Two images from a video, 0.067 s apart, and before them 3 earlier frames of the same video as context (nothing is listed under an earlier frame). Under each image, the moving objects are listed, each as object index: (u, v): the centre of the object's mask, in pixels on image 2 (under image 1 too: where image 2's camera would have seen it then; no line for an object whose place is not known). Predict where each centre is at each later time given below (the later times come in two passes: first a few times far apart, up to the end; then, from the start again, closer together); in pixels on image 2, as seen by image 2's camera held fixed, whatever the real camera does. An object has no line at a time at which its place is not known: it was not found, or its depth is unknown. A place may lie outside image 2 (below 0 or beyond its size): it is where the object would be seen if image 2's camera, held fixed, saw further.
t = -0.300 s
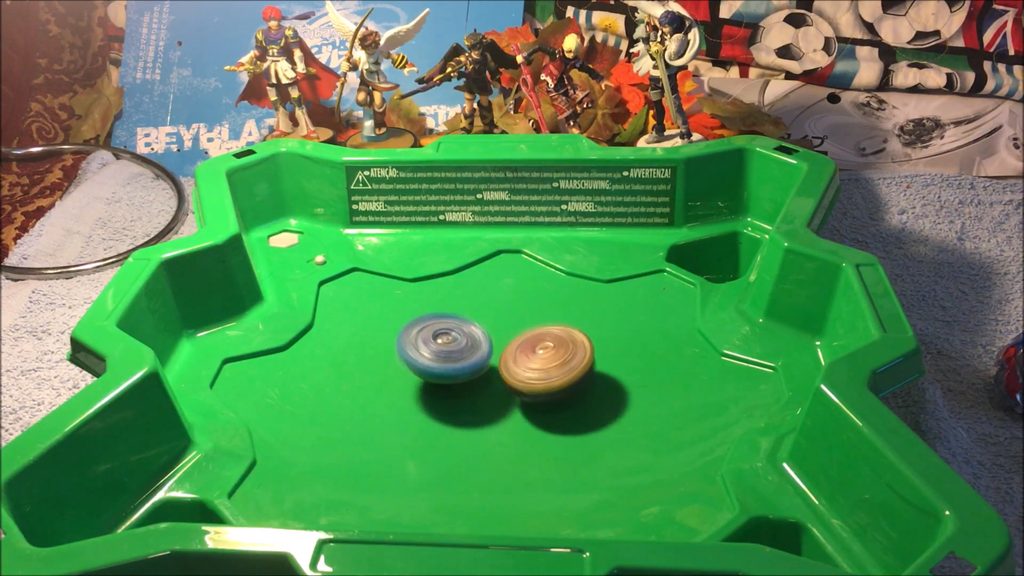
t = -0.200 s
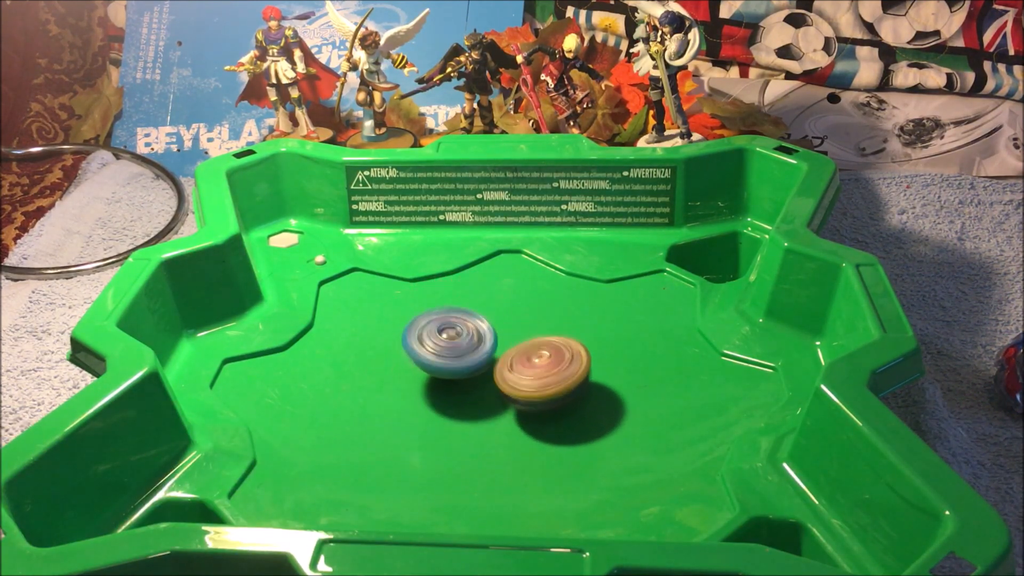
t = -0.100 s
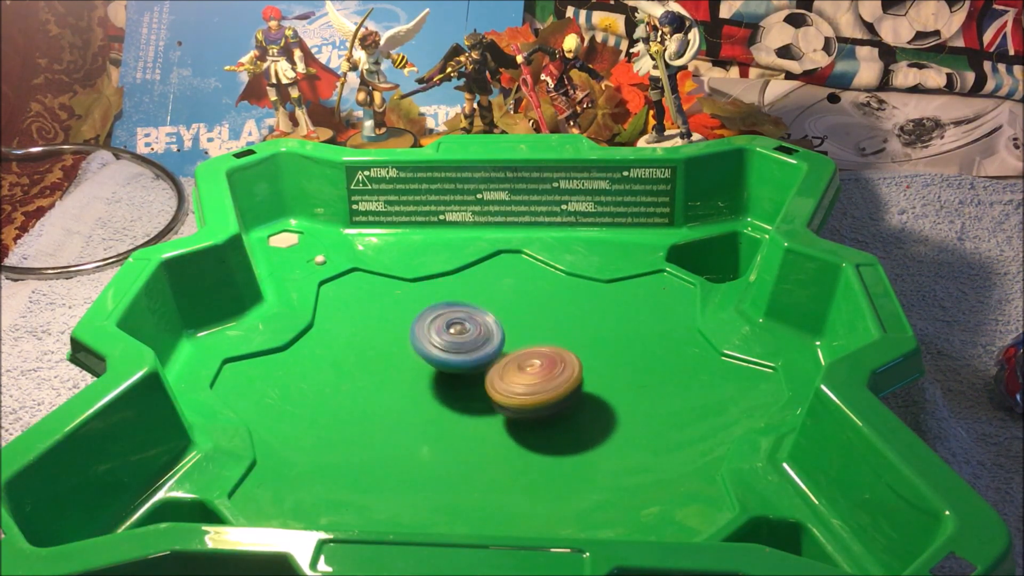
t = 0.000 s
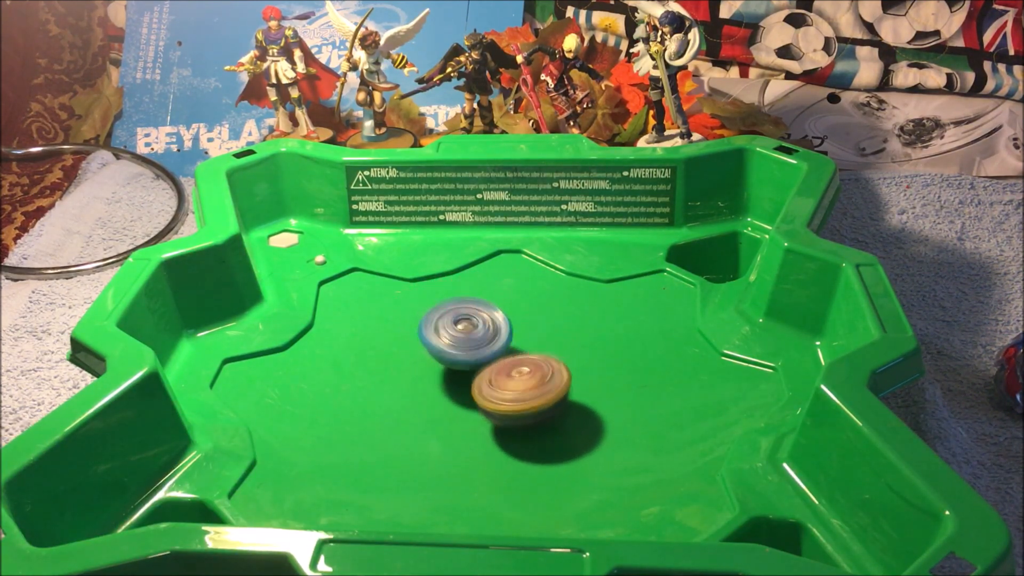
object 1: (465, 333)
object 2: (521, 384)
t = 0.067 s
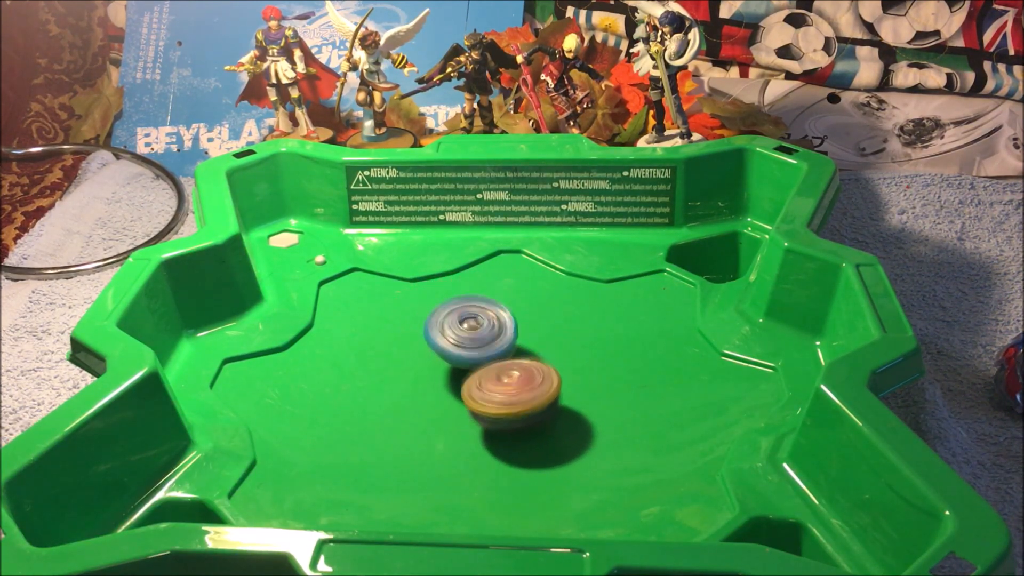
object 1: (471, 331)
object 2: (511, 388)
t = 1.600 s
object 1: (480, 387)
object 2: (489, 305)
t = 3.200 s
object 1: (532, 361)
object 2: (426, 352)
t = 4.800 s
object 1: (499, 328)
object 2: (489, 394)
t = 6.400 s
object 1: (450, 388)
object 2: (583, 325)
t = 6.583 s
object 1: (452, 375)
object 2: (606, 342)
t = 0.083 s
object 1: (472, 330)
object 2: (509, 389)
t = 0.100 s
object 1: (473, 329)
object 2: (506, 390)
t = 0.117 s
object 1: (475, 328)
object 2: (503, 391)
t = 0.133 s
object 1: (476, 328)
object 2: (501, 392)
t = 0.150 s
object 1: (477, 328)
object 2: (498, 393)
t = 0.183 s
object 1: (480, 327)
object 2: (493, 394)
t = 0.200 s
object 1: (482, 327)
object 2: (490, 395)
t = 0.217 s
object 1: (484, 327)
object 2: (488, 395)
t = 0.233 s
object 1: (483, 327)
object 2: (485, 396)
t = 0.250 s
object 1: (486, 328)
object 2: (482, 396)
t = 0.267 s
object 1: (487, 327)
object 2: (480, 396)
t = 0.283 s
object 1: (489, 328)
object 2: (477, 396)
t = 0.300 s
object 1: (490, 328)
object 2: (475, 397)
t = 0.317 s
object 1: (491, 328)
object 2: (472, 397)
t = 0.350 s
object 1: (495, 328)
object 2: (468, 396)
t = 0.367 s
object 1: (496, 329)
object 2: (465, 396)
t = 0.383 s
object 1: (497, 330)
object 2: (463, 396)
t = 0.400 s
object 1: (498, 330)
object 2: (461, 395)
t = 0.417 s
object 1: (500, 331)
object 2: (459, 395)
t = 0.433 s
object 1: (501, 331)
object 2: (457, 394)
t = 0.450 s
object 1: (502, 332)
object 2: (455, 393)
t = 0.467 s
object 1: (504, 333)
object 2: (453, 393)
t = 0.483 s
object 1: (504, 334)
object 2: (451, 391)
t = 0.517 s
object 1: (508, 335)
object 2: (447, 389)
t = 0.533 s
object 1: (507, 336)
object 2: (446, 388)
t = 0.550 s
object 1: (509, 337)
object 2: (444, 387)
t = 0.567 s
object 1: (514, 336)
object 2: (438, 387)
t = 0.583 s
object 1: (523, 332)
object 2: (431, 388)
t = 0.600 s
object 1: (531, 328)
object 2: (425, 388)
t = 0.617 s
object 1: (537, 324)
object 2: (421, 387)
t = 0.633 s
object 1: (542, 320)
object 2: (418, 386)
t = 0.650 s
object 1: (547, 318)
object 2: (415, 384)
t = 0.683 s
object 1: (553, 314)
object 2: (410, 382)
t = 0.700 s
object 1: (555, 313)
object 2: (407, 380)
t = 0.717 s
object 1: (556, 312)
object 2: (405, 380)
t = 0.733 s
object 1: (556, 311)
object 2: (403, 378)
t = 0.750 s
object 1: (558, 311)
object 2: (401, 377)
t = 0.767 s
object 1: (558, 311)
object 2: (400, 375)
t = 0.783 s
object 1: (558, 311)
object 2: (398, 374)
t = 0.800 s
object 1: (558, 312)
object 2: (397, 373)
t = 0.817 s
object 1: (558, 312)
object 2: (396, 371)
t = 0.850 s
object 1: (557, 315)
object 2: (395, 368)
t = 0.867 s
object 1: (557, 316)
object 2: (394, 367)
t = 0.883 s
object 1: (557, 317)
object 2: (394, 366)
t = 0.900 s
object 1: (557, 319)
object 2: (393, 364)
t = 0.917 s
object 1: (555, 321)
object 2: (393, 363)
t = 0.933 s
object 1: (554, 322)
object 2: (394, 361)
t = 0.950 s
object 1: (554, 324)
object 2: (394, 360)
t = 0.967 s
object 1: (553, 326)
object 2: (395, 358)
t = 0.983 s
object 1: (552, 328)
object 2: (395, 356)
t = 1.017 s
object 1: (550, 332)
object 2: (397, 353)
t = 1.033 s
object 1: (547, 334)
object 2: (399, 352)
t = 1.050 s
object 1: (546, 336)
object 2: (400, 350)
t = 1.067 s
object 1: (546, 338)
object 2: (401, 348)
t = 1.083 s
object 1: (544, 340)
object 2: (404, 347)
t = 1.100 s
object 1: (543, 342)
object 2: (405, 345)
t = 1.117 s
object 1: (541, 344)
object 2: (407, 344)
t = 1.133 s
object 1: (538, 346)
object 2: (409, 341)
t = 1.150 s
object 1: (536, 348)
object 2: (412, 340)
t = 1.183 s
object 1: (532, 352)
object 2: (417, 337)
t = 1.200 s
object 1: (530, 354)
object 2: (421, 335)
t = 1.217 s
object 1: (528, 356)
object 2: (423, 334)
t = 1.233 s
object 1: (524, 358)
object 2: (426, 332)
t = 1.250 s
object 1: (521, 360)
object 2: (429, 330)
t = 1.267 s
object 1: (519, 362)
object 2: (433, 329)
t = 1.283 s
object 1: (516, 363)
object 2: (436, 327)
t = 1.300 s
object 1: (514, 365)
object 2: (439, 326)
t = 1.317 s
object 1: (511, 366)
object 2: (442, 324)
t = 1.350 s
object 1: (510, 373)
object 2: (448, 320)
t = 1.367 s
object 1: (508, 376)
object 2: (450, 318)
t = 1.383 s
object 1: (508, 378)
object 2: (454, 317)
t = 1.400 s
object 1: (506, 380)
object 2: (456, 315)
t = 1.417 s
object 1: (505, 381)
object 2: (459, 314)
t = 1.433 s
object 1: (503, 382)
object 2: (462, 312)
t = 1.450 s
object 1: (501, 383)
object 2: (465, 311)
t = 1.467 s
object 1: (499, 383)
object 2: (468, 310)
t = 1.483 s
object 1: (497, 385)
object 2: (471, 308)
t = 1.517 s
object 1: (492, 386)
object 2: (477, 307)
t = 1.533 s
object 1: (490, 386)
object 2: (479, 307)
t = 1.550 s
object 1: (487, 387)
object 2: (482, 306)
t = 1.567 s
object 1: (485, 387)
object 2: (484, 306)
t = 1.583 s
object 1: (482, 387)
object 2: (487, 306)
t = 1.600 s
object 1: (480, 387)
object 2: (489, 305)
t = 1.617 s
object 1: (477, 387)
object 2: (492, 306)
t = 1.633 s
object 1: (474, 387)
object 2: (494, 305)
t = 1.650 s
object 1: (472, 387)
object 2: (497, 306)
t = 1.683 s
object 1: (467, 386)
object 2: (501, 307)
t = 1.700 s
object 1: (464, 386)
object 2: (504, 307)
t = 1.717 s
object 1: (462, 385)
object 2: (506, 308)
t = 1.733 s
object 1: (460, 385)
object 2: (508, 308)
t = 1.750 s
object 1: (458, 384)
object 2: (510, 309)
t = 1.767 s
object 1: (455, 383)
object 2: (512, 310)
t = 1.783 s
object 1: (452, 382)
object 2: (514, 311)
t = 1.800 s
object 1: (450, 381)
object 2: (516, 312)
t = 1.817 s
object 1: (448, 381)
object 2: (518, 313)
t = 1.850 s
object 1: (445, 378)
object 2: (522, 315)
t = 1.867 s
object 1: (444, 377)
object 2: (523, 317)
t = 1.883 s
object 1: (443, 375)
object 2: (525, 318)
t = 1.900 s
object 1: (441, 374)
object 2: (526, 320)
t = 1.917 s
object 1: (439, 373)
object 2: (528, 322)
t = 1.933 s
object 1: (438, 371)
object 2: (529, 323)
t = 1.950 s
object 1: (437, 369)
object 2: (531, 326)
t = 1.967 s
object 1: (436, 368)
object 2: (532, 327)
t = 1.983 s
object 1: (435, 366)
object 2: (533, 330)
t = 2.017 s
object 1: (435, 363)
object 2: (535, 334)
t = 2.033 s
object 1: (434, 362)
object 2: (537, 336)
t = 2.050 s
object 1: (434, 360)
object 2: (537, 338)
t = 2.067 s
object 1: (433, 358)
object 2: (538, 341)
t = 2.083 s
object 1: (433, 357)
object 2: (538, 343)
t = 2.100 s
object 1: (432, 355)
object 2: (539, 346)
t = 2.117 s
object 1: (432, 353)
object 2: (539, 348)
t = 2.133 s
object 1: (433, 351)
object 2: (539, 350)
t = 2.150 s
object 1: (433, 350)
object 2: (539, 353)
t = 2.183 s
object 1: (435, 346)
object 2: (539, 358)
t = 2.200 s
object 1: (436, 344)
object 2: (538, 360)
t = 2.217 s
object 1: (437, 342)
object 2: (537, 363)
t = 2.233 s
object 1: (439, 340)
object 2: (536, 365)
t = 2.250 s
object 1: (439, 338)
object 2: (535, 368)
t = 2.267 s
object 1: (440, 336)
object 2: (534, 370)
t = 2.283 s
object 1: (442, 334)
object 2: (533, 372)
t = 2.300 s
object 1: (443, 333)
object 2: (532, 374)
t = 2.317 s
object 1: (445, 331)
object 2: (530, 377)
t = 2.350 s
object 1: (449, 328)
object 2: (527, 381)
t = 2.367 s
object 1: (451, 327)
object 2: (525, 383)
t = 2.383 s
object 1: (454, 325)
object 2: (523, 385)
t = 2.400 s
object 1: (456, 325)
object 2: (521, 387)
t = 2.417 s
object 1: (458, 324)
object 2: (519, 388)
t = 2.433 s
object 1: (460, 322)
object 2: (517, 389)
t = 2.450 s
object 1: (463, 322)
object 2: (514, 391)
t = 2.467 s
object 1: (464, 320)
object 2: (512, 392)
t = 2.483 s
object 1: (466, 319)
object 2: (510, 394)
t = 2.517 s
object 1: (471, 318)
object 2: (505, 395)
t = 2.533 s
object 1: (474, 318)
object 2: (502, 397)
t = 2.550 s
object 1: (476, 317)
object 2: (500, 398)
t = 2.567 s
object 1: (479, 317)
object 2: (497, 398)
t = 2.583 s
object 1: (481, 316)
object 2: (495, 399)
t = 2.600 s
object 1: (484, 316)
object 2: (493, 399)
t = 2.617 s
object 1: (486, 316)
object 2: (490, 400)
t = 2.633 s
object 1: (489, 316)
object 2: (487, 400)
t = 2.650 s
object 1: (491, 316)
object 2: (485, 401)
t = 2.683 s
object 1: (496, 317)
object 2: (480, 401)
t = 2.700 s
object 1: (498, 317)
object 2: (478, 401)
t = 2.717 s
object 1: (500, 317)
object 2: (475, 400)
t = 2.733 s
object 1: (502, 318)
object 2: (473, 400)
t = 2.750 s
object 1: (505, 319)
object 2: (470, 400)
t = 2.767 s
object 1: (507, 320)
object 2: (469, 399)
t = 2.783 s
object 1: (510, 321)
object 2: (466, 398)
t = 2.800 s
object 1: (511, 322)
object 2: (464, 398)
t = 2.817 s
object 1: (514, 323)
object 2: (462, 397)
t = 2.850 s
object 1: (518, 326)
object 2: (458, 395)
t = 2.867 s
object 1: (519, 327)
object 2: (456, 394)
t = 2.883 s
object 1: (521, 329)
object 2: (453, 392)
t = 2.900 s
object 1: (522, 330)
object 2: (451, 391)
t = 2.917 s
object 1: (523, 332)
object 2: (449, 389)
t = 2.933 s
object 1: (524, 333)
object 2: (447, 388)
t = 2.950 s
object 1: (525, 335)
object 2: (446, 386)
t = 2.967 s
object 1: (525, 336)
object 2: (444, 384)
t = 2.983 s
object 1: (526, 338)
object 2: (443, 382)
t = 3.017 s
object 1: (527, 342)
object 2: (440, 378)
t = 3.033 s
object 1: (528, 343)
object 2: (438, 376)
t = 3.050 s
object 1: (528, 345)
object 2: (437, 374)
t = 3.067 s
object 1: (529, 347)
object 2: (435, 371)
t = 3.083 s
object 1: (531, 349)
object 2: (433, 369)
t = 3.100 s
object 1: (532, 351)
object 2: (432, 366)
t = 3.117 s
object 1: (532, 352)
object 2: (431, 364)
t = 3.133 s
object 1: (533, 354)
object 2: (429, 361)
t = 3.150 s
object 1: (533, 356)
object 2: (429, 359)
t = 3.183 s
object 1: (532, 359)
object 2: (427, 354)
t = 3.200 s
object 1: (532, 361)
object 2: (426, 352)
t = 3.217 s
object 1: (531, 362)
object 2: (426, 349)
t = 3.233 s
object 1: (529, 364)
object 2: (426, 347)
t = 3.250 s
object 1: (529, 365)
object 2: (425, 344)
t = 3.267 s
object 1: (527, 367)
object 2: (426, 342)
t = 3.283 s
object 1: (526, 369)
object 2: (426, 340)
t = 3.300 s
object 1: (524, 370)
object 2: (427, 337)
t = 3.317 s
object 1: (523, 371)
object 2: (427, 336)
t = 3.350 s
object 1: (520, 374)
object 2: (428, 332)
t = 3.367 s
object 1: (518, 376)
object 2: (430, 330)
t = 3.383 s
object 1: (516, 377)
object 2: (430, 328)
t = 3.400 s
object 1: (514, 378)
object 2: (432, 327)
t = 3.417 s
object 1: (512, 379)
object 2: (433, 325)
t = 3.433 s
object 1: (510, 380)
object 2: (434, 324)
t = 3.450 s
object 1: (507, 380)
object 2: (435, 322)
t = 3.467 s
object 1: (505, 381)
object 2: (437, 321)
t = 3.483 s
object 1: (502, 382)
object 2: (438, 320)
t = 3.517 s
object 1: (498, 383)
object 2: (441, 317)
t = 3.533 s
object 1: (495, 383)
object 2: (443, 317)
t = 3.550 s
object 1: (493, 384)
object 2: (445, 316)
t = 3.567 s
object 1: (491, 384)
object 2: (446, 316)
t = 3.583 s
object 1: (487, 384)
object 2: (448, 315)
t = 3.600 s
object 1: (486, 384)
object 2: (450, 315)
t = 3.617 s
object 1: (482, 384)
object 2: (452, 314)
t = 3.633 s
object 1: (481, 384)
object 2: (453, 314)
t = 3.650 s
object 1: (477, 383)
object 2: (456, 314)
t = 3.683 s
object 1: (472, 383)
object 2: (460, 314)
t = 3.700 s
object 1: (471, 382)
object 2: (462, 314)
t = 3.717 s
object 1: (467, 382)
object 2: (464, 314)
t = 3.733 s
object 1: (465, 381)
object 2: (466, 314)
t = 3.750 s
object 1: (462, 381)
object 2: (469, 314)
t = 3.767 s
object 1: (461, 380)
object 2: (471, 314)
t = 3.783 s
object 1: (458, 379)
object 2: (474, 315)
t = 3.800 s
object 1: (456, 378)
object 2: (477, 315)
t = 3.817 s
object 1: (453, 377)
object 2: (480, 316)
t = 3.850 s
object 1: (449, 376)
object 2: (486, 317)
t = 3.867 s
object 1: (446, 377)
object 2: (490, 317)
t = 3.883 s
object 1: (442, 377)
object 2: (493, 318)
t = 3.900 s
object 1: (441, 377)
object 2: (496, 318)
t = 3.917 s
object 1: (438, 376)
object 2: (500, 319)
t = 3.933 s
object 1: (438, 375)
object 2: (503, 319)
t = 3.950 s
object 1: (435, 374)
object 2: (506, 320)
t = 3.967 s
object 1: (435, 373)
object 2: (509, 321)
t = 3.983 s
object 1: (432, 372)
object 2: (513, 322)
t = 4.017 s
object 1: (430, 369)
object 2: (519, 324)
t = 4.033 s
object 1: (430, 368)
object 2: (522, 325)
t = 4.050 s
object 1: (428, 366)
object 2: (525, 326)
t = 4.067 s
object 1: (428, 365)
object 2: (527, 327)
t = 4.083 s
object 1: (427, 363)
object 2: (530, 328)
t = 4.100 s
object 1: (428, 362)
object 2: (532, 329)
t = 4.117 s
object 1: (426, 361)
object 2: (534, 331)
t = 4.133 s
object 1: (428, 360)
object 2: (536, 332)
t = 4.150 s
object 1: (427, 358)
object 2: (538, 334)
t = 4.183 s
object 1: (428, 355)
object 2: (541, 337)
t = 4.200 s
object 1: (430, 354)
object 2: (542, 338)
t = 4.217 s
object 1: (430, 352)
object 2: (544, 340)
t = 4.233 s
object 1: (432, 351)
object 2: (545, 341)
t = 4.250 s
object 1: (432, 349)
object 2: (546, 343)
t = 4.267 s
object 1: (434, 347)
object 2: (546, 344)
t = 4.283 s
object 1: (435, 346)
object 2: (547, 346)
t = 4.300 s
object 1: (437, 345)
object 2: (547, 347)
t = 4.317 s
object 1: (438, 343)
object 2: (547, 349)
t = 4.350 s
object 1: (442, 341)
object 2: (547, 353)
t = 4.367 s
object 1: (444, 340)
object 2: (546, 355)
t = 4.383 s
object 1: (445, 338)
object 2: (546, 357)
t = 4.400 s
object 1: (448, 337)
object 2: (545, 358)
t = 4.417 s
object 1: (450, 336)
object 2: (544, 360)
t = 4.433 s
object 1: (453, 335)
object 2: (543, 362)
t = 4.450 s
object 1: (454, 335)
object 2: (542, 364)
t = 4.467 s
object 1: (458, 334)
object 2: (540, 366)
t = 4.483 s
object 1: (459, 333)
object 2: (539, 369)
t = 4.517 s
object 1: (462, 331)
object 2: (536, 373)
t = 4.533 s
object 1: (465, 329)
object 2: (534, 374)
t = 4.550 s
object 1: (466, 329)
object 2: (532, 377)
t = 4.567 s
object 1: (469, 328)
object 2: (530, 378)
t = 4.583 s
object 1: (470, 327)
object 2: (527, 380)
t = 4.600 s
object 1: (473, 327)
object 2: (525, 381)
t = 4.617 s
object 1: (475, 327)
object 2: (522, 383)
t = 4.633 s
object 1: (478, 326)
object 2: (519, 385)
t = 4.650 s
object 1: (480, 326)
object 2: (516, 386)
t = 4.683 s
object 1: (484, 326)
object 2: (511, 389)
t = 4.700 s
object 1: (487, 326)
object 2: (508, 390)
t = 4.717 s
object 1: (489, 326)
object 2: (505, 391)
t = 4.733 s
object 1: (491, 326)
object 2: (502, 392)
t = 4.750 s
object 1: (493, 327)
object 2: (498, 393)
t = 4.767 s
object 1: (495, 327)
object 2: (495, 393)
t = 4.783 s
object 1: (497, 328)
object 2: (492, 394)
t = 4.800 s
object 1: (499, 328)
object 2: (489, 394)
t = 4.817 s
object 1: (502, 329)
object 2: (486, 395)
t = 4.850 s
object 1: (505, 331)
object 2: (480, 395)
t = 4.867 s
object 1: (506, 332)
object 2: (476, 396)
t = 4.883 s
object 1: (509, 333)
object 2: (473, 395)
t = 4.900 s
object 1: (509, 334)
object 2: (470, 395)
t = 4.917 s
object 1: (512, 335)
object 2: (468, 395)
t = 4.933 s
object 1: (512, 336)
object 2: (464, 395)
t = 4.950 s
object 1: (514, 337)
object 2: (462, 394)
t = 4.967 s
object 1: (514, 338)
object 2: (459, 394)
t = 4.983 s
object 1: (516, 339)
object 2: (456, 393)
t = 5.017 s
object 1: (517, 342)
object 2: (450, 391)
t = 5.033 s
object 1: (519, 343)
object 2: (446, 391)
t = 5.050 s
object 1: (522, 343)
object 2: (443, 389)
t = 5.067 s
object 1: (522, 345)
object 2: (440, 388)
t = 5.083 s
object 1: (523, 345)
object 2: (437, 387)
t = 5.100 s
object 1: (524, 347)
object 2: (435, 385)
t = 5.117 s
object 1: (525, 348)
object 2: (432, 384)
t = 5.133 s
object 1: (525, 350)
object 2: (430, 382)
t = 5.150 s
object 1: (526, 350)
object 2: (428, 380)
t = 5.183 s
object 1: (526, 353)
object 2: (424, 376)
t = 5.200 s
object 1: (525, 355)
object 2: (422, 375)
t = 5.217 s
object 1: (525, 356)
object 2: (420, 373)
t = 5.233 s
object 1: (524, 357)
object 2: (418, 371)
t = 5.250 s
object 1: (523, 359)
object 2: (417, 368)
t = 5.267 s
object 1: (523, 360)
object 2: (416, 366)
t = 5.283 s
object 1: (521, 361)
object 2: (415, 364)
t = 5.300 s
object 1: (520, 363)
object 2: (414, 362)
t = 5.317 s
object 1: (518, 364)
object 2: (414, 360)
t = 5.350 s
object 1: (515, 367)
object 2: (413, 355)
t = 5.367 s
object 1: (514, 367)
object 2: (412, 353)
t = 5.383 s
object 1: (512, 369)
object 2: (412, 351)
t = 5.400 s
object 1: (511, 369)
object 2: (413, 349)
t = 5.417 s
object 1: (508, 371)
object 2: (413, 347)
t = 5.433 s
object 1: (508, 371)
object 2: (414, 345)
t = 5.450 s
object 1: (505, 373)
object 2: (415, 343)
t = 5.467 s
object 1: (504, 373)
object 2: (416, 342)
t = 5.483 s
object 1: (501, 374)
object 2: (417, 339)
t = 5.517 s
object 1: (498, 375)
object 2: (419, 336)
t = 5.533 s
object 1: (496, 377)
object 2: (421, 334)
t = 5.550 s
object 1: (499, 383)
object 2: (420, 327)
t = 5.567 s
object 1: (502, 389)
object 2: (421, 321)
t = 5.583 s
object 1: (507, 395)
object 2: (420, 317)
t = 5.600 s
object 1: (510, 401)
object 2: (421, 310)
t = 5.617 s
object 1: (515, 405)
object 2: (422, 305)
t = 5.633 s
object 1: (518, 407)
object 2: (422, 300)
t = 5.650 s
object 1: (520, 409)
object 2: (424, 296)
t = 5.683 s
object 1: (522, 411)
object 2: (427, 288)
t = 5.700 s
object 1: (521, 412)
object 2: (427, 283)
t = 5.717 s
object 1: (520, 413)
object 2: (429, 280)
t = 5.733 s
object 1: (520, 414)
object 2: (430, 278)
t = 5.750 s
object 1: (518, 414)
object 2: (431, 275)
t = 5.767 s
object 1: (519, 414)
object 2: (433, 274)
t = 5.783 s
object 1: (517, 415)
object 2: (434, 271)
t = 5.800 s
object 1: (516, 414)
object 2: (437, 270)
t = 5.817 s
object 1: (514, 414)
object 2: (438, 268)
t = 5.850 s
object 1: (510, 414)
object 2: (442, 267)
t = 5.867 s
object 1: (508, 414)
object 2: (443, 266)
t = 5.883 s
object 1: (507, 413)
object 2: (444, 267)
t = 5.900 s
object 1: (505, 412)
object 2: (445, 266)
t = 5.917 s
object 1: (505, 411)
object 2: (448, 266)
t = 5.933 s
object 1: (503, 410)
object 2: (449, 267)
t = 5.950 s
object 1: (501, 409)
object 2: (451, 267)
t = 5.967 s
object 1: (499, 408)
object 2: (453, 268)
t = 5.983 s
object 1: (497, 406)
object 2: (454, 269)
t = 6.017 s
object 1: (493, 403)
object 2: (459, 272)
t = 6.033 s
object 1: (493, 402)
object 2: (463, 273)
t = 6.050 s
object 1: (492, 400)
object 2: (467, 276)
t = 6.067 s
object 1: (492, 398)
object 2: (471, 278)
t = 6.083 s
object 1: (490, 396)
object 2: (474, 282)
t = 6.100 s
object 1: (489, 394)
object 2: (478, 284)
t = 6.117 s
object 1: (488, 392)
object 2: (482, 288)
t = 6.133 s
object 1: (486, 390)
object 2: (486, 291)
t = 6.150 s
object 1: (487, 387)
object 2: (490, 295)
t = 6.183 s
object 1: (487, 382)
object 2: (500, 303)
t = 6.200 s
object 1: (486, 380)
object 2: (505, 308)
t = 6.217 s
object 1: (486, 377)
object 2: (511, 311)
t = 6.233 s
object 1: (485, 376)
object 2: (518, 314)
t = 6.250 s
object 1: (479, 377)
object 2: (525, 317)
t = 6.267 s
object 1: (471, 380)
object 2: (534, 317)
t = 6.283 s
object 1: (465, 384)
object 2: (542, 318)
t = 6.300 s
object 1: (461, 385)
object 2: (549, 319)
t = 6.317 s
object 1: (457, 388)
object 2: (555, 320)
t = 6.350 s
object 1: (451, 389)
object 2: (568, 322)
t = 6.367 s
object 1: (449, 389)
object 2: (574, 323)
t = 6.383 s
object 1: (450, 388)
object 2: (579, 325)
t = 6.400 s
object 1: (450, 388)
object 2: (583, 325)
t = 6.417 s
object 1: (450, 386)
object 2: (588, 327)
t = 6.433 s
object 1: (450, 386)
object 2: (591, 328)
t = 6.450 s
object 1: (448, 385)
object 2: (595, 329)
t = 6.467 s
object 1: (449, 384)
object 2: (597, 331)
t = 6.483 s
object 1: (449, 383)
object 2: (599, 332)
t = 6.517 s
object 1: (451, 381)
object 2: (603, 335)
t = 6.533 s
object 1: (450, 379)
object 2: (605, 337)
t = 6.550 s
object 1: (451, 378)
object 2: (606, 339)
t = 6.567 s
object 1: (450, 376)
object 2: (606, 340)
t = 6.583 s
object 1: (452, 375)
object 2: (606, 342)
